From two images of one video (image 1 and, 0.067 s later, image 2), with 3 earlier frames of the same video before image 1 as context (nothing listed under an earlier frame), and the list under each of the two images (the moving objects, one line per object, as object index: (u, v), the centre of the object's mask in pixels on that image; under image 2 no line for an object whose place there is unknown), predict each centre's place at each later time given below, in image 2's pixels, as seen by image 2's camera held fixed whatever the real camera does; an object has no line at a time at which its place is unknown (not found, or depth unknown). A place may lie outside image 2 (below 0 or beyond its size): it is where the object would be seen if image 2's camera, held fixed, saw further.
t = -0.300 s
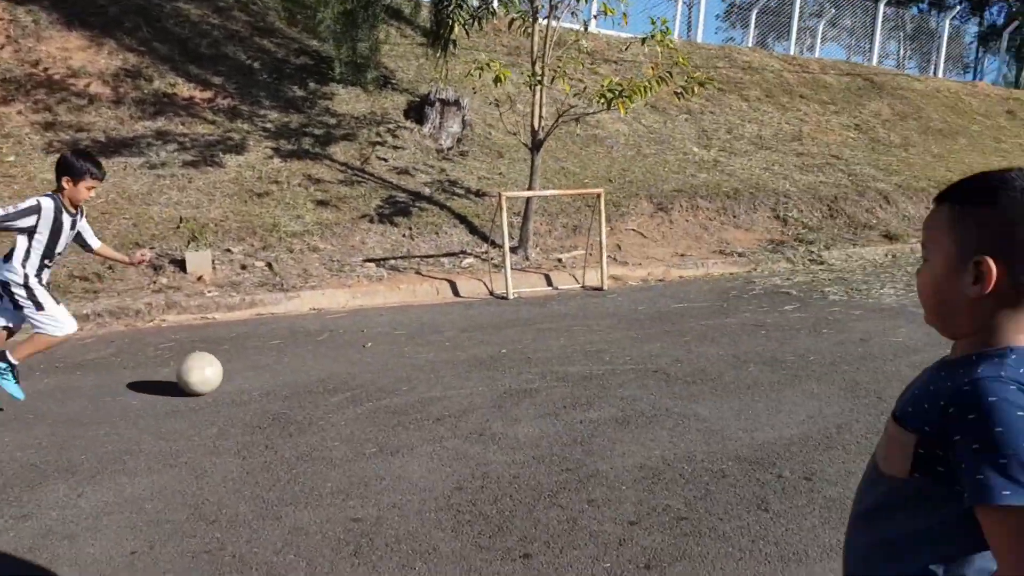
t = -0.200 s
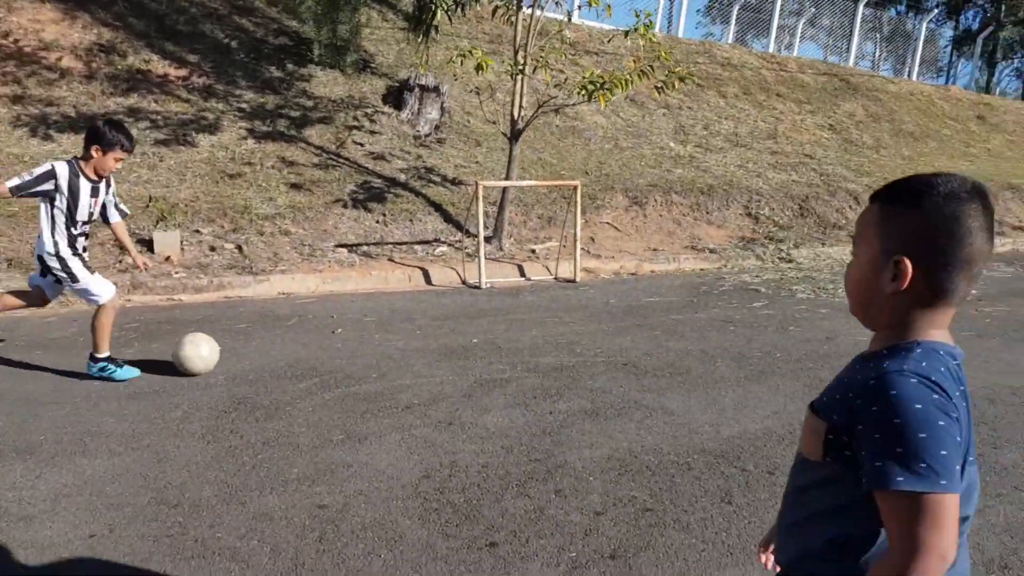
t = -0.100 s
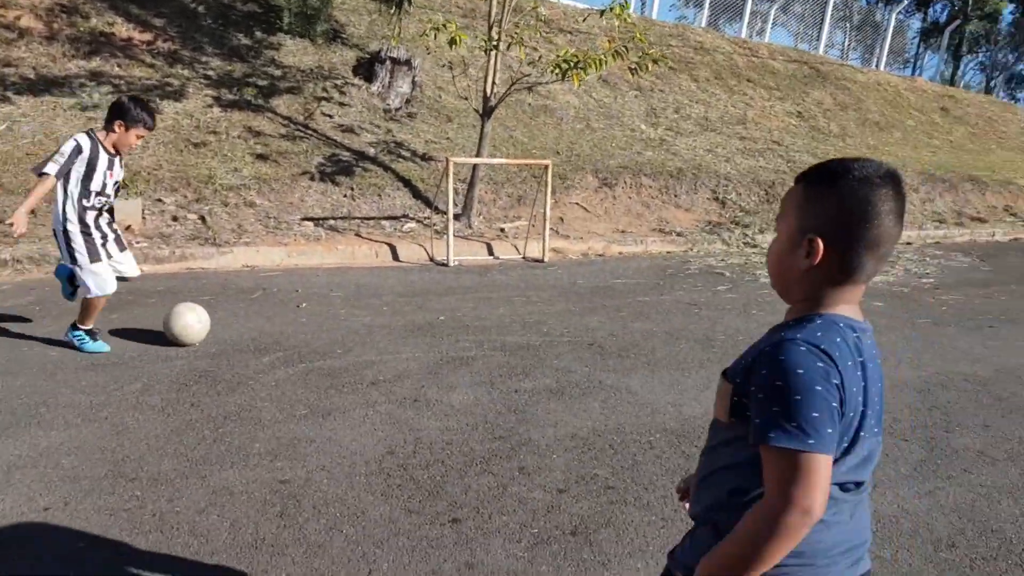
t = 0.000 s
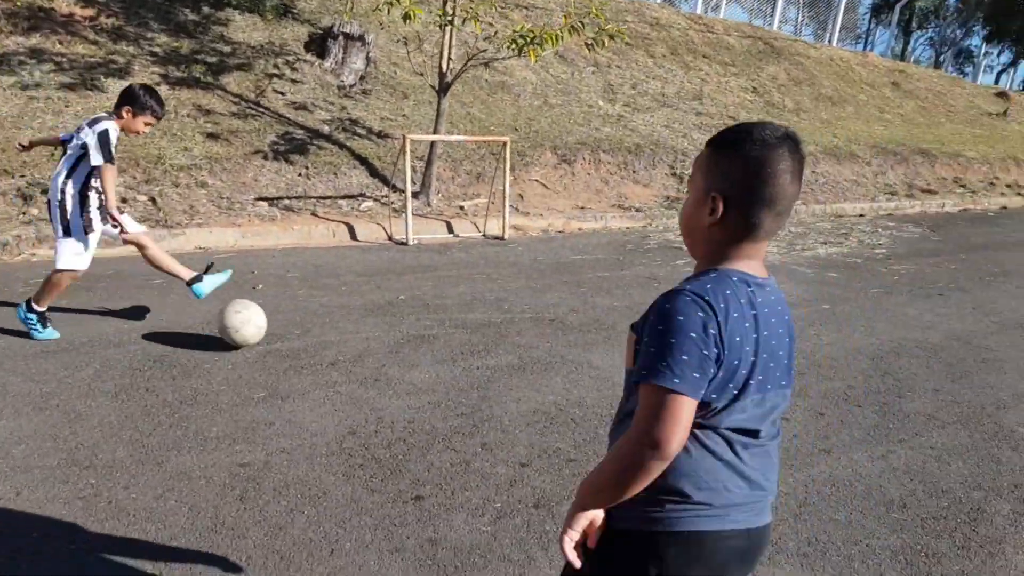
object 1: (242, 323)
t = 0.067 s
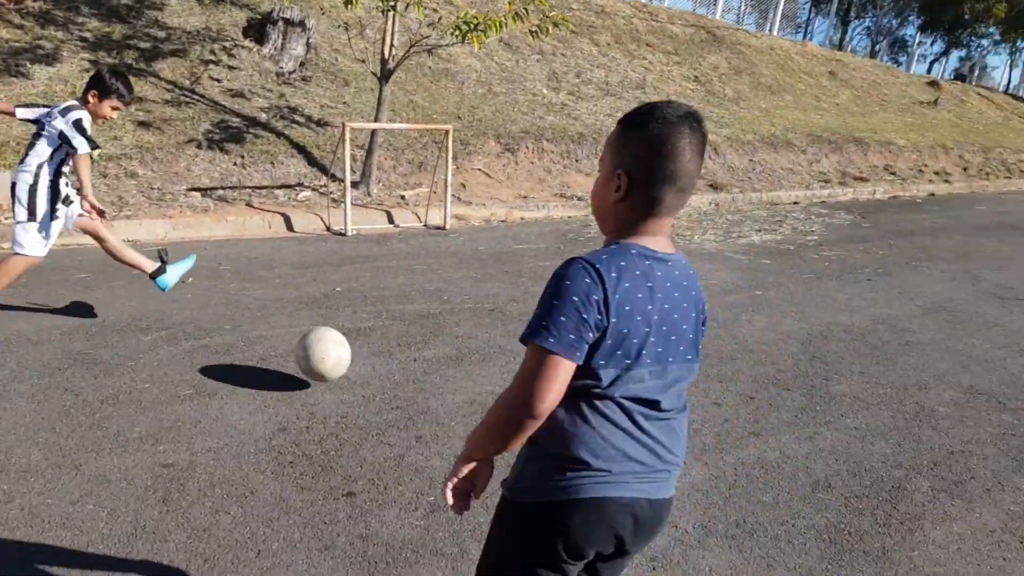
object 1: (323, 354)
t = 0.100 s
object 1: (411, 379)
